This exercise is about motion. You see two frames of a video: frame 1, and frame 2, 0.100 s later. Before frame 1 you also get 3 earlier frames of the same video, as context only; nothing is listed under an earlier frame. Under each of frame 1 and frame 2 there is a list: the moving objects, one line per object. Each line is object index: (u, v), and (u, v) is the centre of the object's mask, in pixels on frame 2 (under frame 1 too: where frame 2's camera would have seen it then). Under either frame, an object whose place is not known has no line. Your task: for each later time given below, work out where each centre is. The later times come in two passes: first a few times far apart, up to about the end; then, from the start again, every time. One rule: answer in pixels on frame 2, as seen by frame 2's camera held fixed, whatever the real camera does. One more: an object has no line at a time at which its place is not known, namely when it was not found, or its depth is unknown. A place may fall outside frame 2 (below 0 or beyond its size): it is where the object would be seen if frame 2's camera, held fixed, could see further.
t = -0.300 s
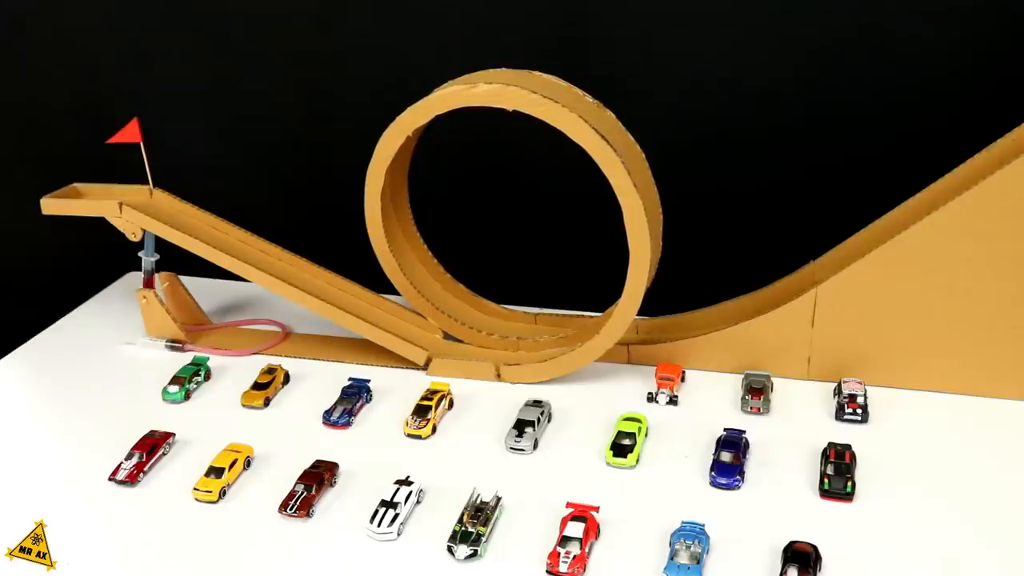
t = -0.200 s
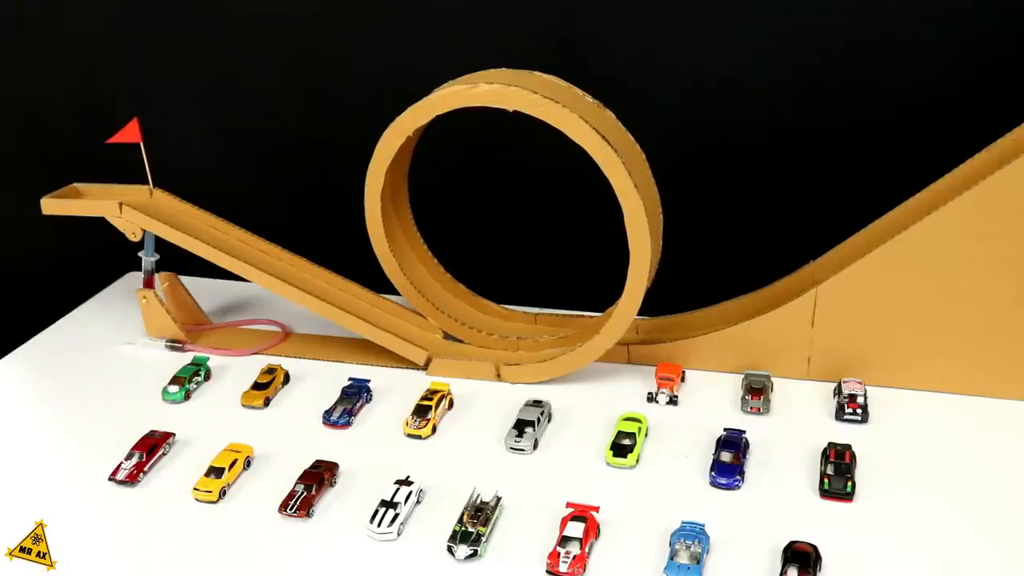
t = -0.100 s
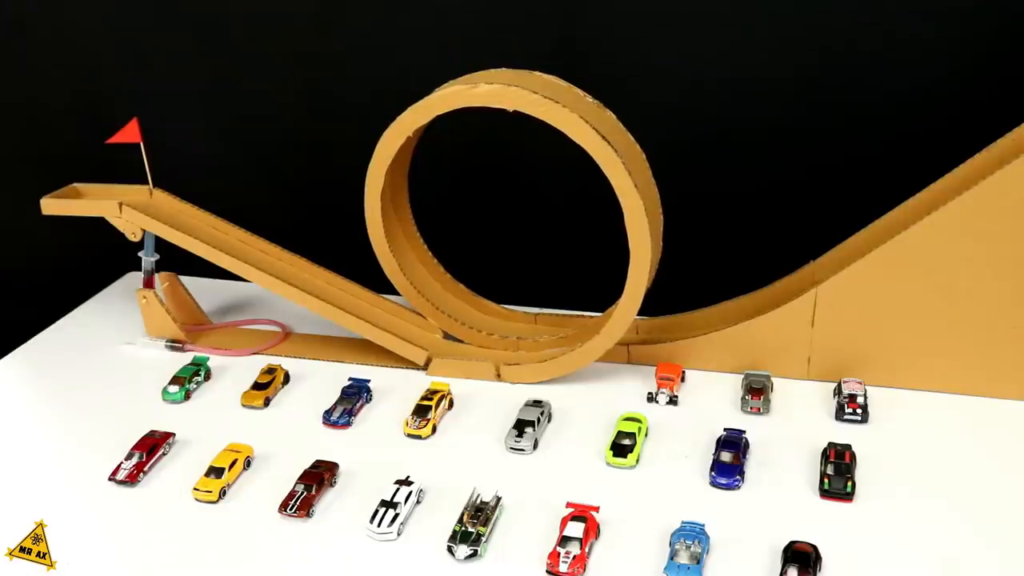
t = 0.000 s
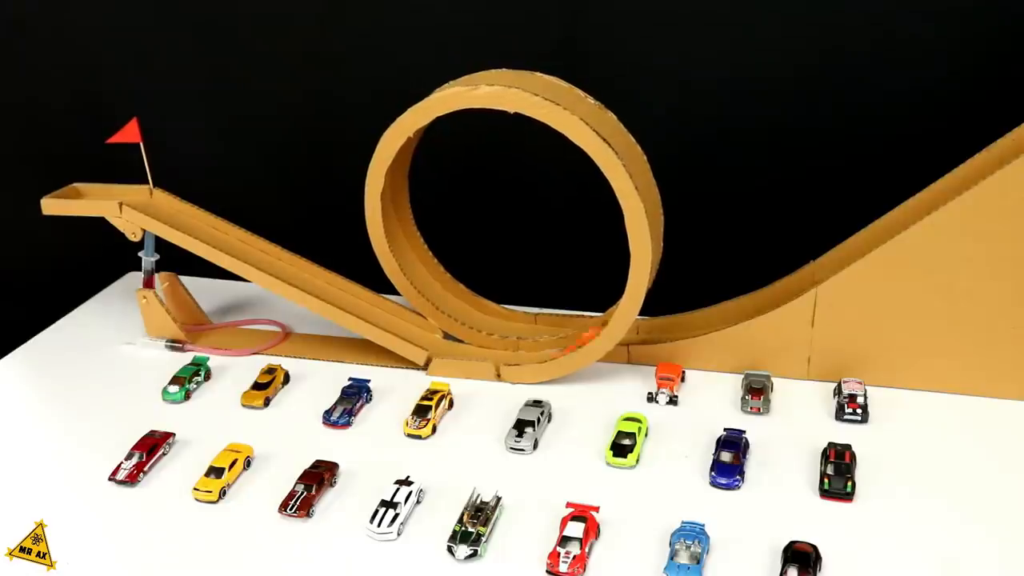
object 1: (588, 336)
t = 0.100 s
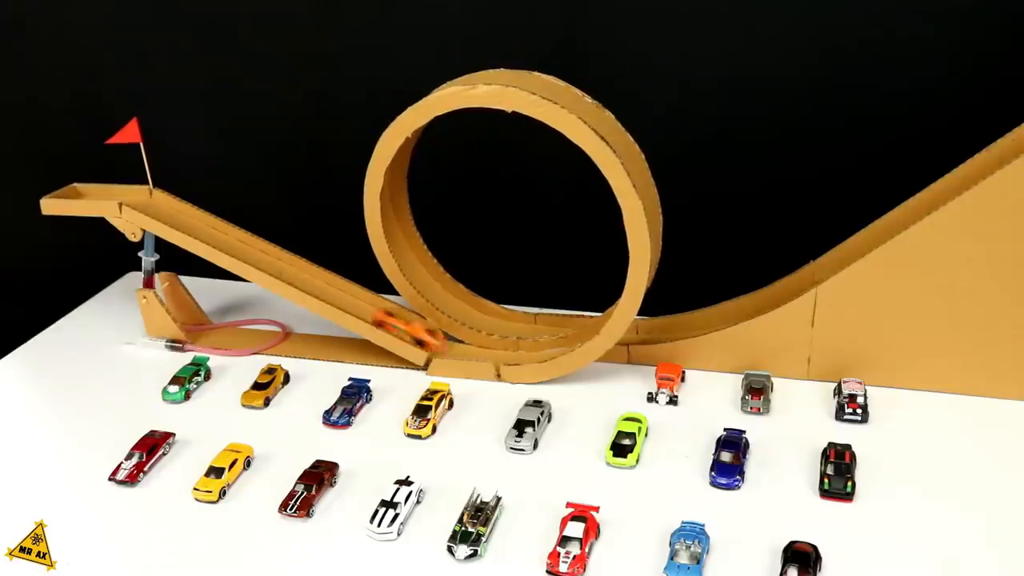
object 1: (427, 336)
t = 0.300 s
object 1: (185, 216)
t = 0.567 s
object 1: (114, 192)
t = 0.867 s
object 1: (130, 192)
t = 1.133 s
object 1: (137, 193)
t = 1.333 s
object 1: (137, 193)
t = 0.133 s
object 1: (375, 310)
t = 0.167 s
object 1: (331, 287)
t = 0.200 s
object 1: (292, 266)
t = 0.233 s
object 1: (257, 249)
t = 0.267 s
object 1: (226, 234)
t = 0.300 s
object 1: (185, 216)
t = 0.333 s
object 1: (176, 210)
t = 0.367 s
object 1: (158, 200)
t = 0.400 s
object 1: (144, 195)
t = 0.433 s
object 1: (135, 192)
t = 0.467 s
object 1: (127, 192)
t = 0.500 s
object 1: (114, 192)
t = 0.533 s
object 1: (112, 192)
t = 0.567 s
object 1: (114, 192)
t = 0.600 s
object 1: (117, 192)
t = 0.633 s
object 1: (124, 191)
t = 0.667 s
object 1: (125, 191)
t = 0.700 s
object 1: (127, 191)
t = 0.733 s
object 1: (128, 191)
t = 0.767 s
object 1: (129, 192)
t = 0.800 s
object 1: (129, 192)
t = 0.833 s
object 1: (130, 192)
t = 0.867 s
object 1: (130, 192)
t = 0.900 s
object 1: (132, 192)
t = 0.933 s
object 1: (132, 192)
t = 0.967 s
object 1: (133, 192)
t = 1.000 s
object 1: (134, 192)
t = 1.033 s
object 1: (135, 193)
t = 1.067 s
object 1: (136, 193)
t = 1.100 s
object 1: (137, 193)
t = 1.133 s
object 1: (137, 193)
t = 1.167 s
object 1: (137, 193)
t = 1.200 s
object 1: (137, 193)
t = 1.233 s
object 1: (137, 193)
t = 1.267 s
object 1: (137, 193)
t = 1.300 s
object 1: (137, 193)
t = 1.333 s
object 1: (137, 193)
